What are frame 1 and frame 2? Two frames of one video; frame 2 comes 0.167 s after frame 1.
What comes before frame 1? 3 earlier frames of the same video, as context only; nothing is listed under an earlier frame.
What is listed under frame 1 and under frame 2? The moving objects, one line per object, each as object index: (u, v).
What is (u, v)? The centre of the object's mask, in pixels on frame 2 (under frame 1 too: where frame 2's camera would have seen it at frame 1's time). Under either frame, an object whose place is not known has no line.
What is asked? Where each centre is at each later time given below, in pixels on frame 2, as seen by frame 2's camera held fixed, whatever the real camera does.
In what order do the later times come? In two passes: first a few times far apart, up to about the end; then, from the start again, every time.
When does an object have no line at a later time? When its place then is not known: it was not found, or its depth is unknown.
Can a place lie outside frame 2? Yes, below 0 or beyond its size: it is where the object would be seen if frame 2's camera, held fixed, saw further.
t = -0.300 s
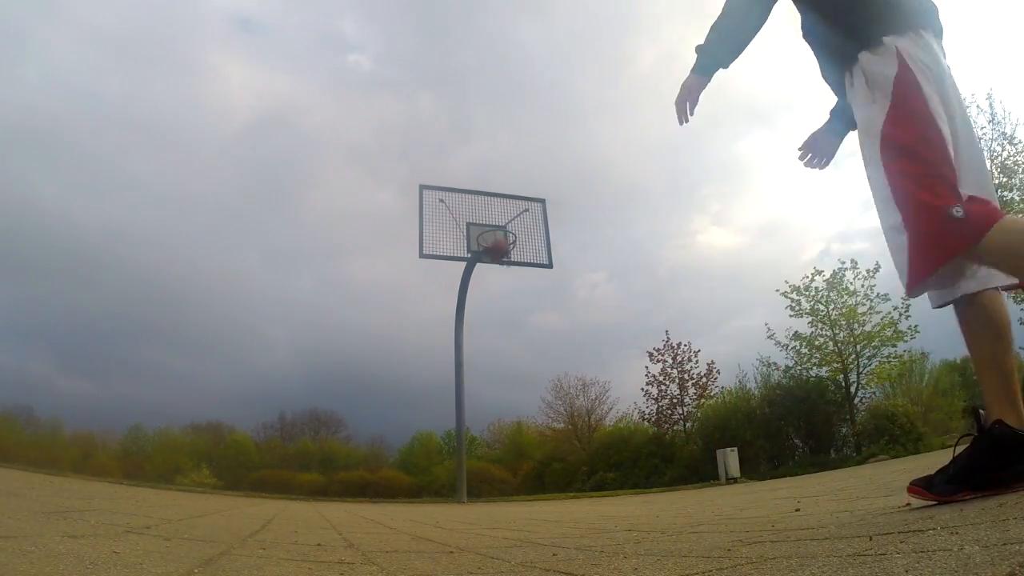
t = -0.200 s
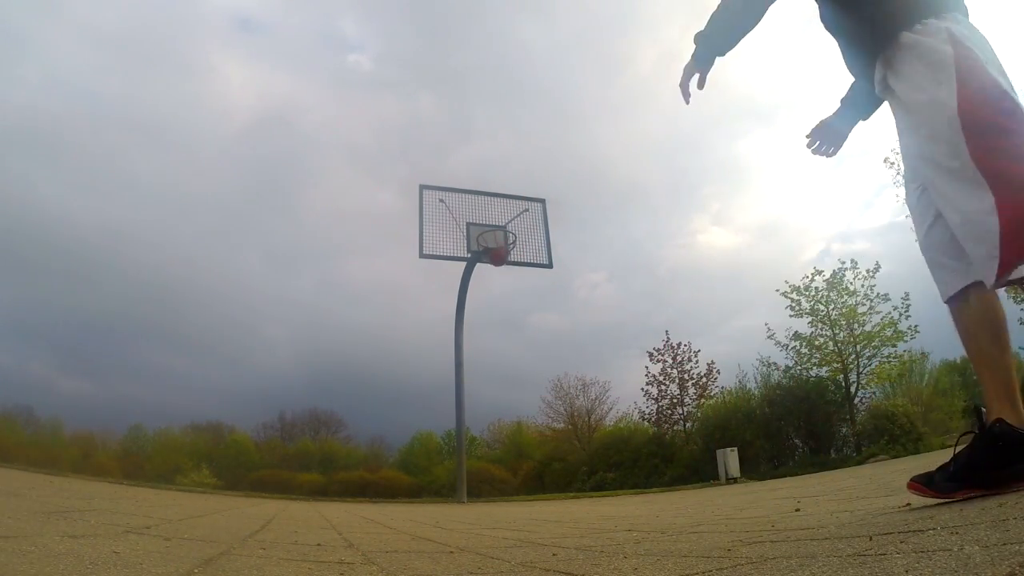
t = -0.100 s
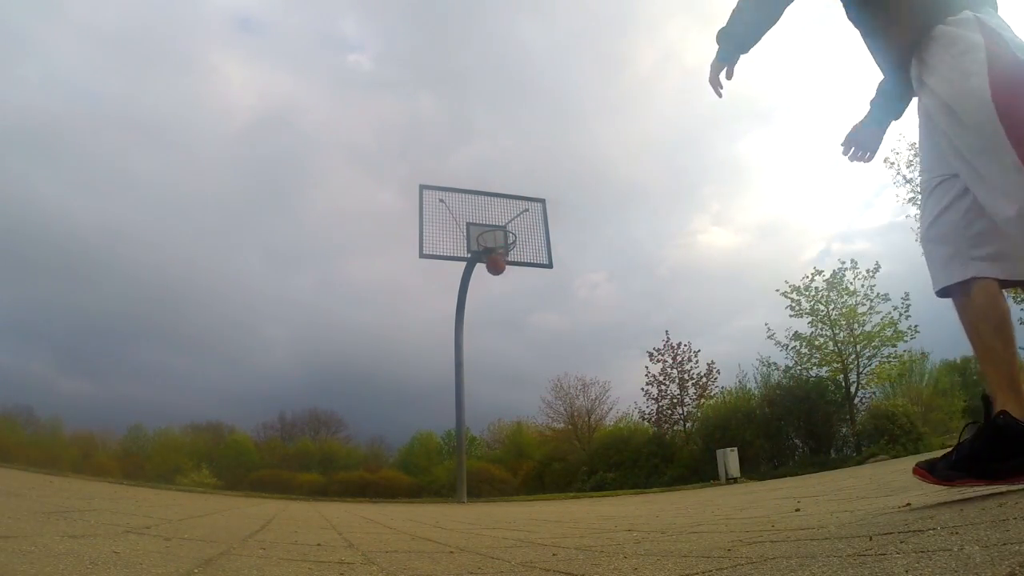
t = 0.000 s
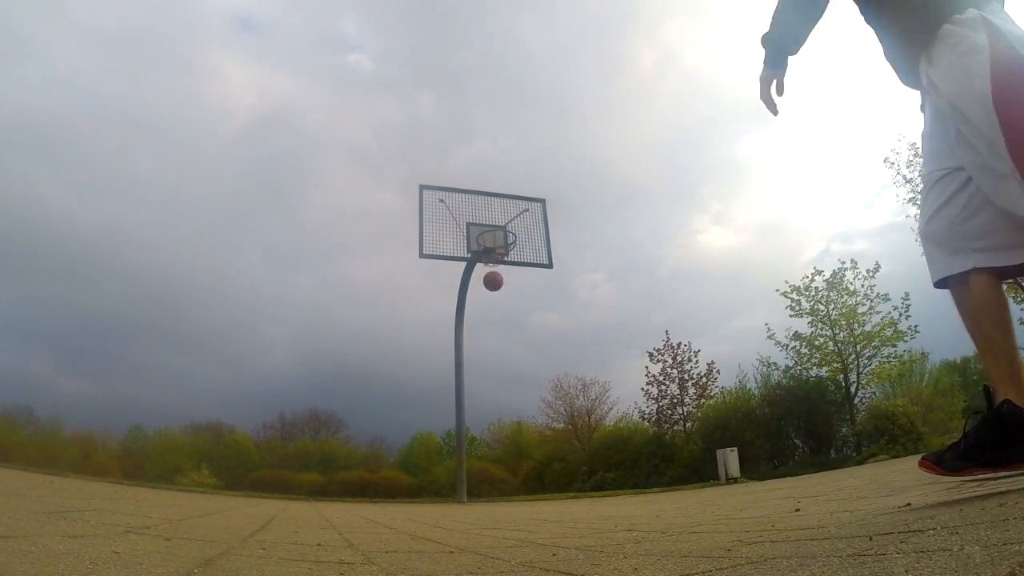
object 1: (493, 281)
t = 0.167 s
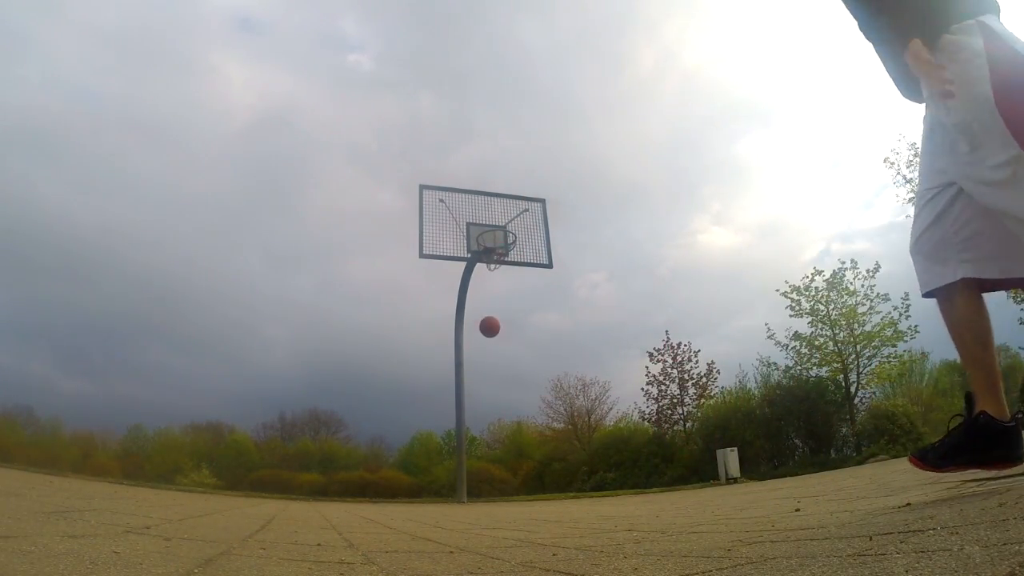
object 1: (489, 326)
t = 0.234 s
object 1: (488, 352)
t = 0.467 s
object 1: (487, 479)
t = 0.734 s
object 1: (477, 398)
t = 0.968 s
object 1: (472, 350)
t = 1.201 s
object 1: (470, 349)
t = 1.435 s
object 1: (469, 400)
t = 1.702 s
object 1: (467, 477)
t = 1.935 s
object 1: (465, 408)
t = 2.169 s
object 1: (465, 392)
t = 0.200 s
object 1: (489, 339)
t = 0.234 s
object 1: (488, 352)
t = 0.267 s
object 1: (488, 367)
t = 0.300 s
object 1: (487, 383)
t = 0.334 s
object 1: (487, 400)
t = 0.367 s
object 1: (487, 418)
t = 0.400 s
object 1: (486, 438)
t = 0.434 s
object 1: (486, 459)
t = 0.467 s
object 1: (487, 479)
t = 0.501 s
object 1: (485, 496)
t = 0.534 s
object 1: (484, 477)
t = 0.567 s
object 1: (483, 463)
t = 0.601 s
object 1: (483, 449)
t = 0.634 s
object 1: (481, 434)
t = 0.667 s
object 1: (480, 421)
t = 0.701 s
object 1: (479, 409)
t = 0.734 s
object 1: (477, 398)
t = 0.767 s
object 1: (476, 388)
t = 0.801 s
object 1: (476, 379)
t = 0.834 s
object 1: (475, 371)
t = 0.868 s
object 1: (474, 365)
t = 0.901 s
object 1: (473, 359)
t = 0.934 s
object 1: (473, 354)
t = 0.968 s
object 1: (472, 350)
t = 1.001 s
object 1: (472, 347)
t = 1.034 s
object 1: (471, 345)
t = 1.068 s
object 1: (471, 344)
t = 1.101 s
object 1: (471, 344)
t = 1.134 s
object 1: (471, 345)
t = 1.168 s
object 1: (470, 346)
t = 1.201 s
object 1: (470, 349)
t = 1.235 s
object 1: (470, 353)
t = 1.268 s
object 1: (470, 358)
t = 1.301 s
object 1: (470, 364)
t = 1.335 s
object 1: (469, 371)
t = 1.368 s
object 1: (469, 379)
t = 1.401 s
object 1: (469, 389)
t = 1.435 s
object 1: (469, 400)
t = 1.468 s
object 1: (469, 411)
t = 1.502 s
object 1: (467, 424)
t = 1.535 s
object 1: (468, 439)
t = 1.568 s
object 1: (468, 455)
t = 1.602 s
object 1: (468, 472)
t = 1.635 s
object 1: (467, 490)
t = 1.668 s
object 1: (467, 491)
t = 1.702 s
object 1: (467, 477)
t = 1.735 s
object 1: (467, 464)
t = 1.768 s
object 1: (467, 452)
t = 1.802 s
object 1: (466, 441)
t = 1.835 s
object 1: (466, 431)
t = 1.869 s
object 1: (466, 422)
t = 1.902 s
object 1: (465, 415)
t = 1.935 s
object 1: (465, 408)
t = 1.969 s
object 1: (465, 403)
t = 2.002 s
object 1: (465, 398)
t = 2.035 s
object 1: (465, 395)
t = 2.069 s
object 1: (465, 393)
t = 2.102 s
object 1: (465, 391)
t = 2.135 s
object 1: (465, 391)
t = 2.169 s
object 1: (465, 392)
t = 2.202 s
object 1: (465, 394)
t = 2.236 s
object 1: (465, 397)
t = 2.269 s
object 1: (466, 402)
